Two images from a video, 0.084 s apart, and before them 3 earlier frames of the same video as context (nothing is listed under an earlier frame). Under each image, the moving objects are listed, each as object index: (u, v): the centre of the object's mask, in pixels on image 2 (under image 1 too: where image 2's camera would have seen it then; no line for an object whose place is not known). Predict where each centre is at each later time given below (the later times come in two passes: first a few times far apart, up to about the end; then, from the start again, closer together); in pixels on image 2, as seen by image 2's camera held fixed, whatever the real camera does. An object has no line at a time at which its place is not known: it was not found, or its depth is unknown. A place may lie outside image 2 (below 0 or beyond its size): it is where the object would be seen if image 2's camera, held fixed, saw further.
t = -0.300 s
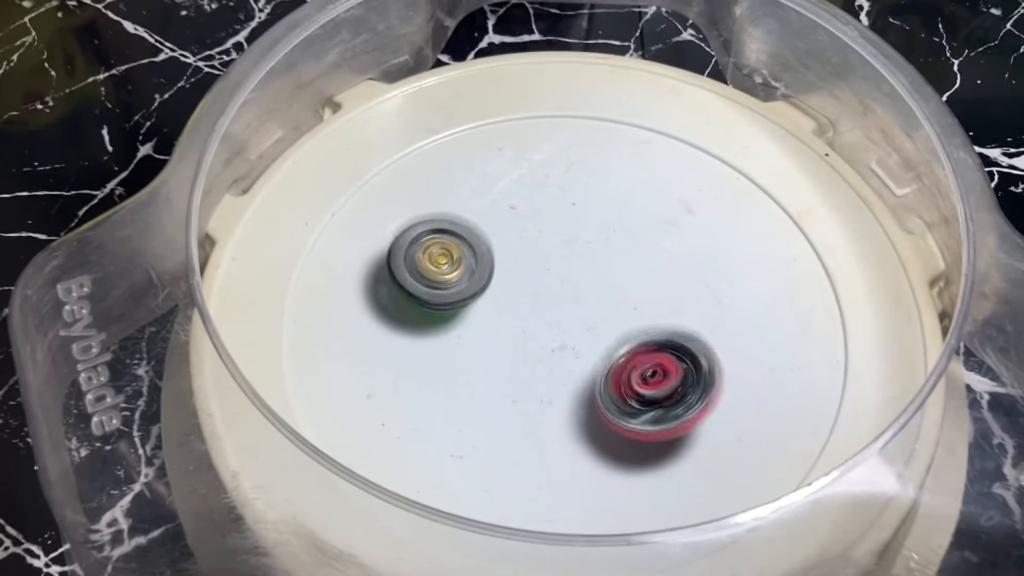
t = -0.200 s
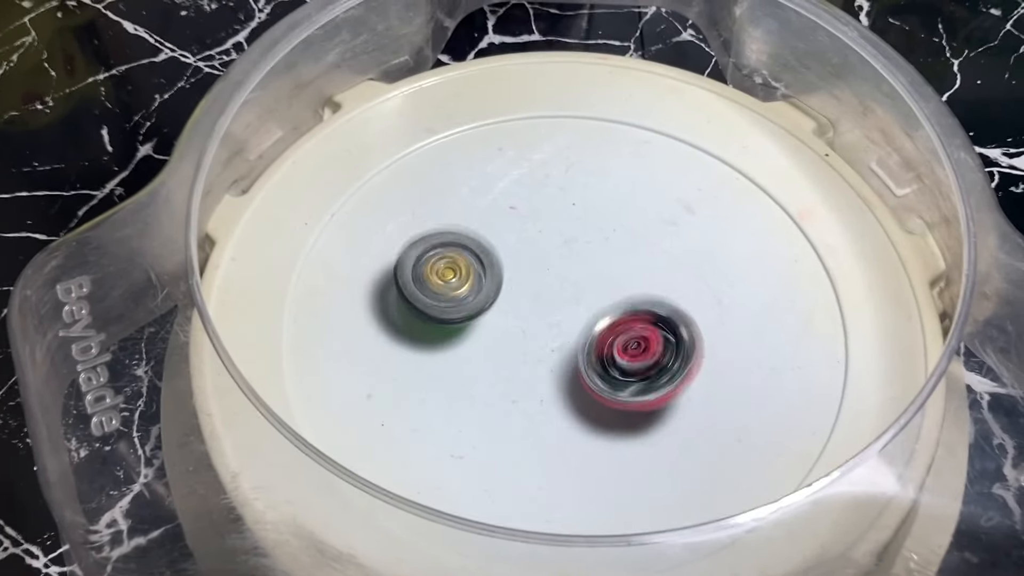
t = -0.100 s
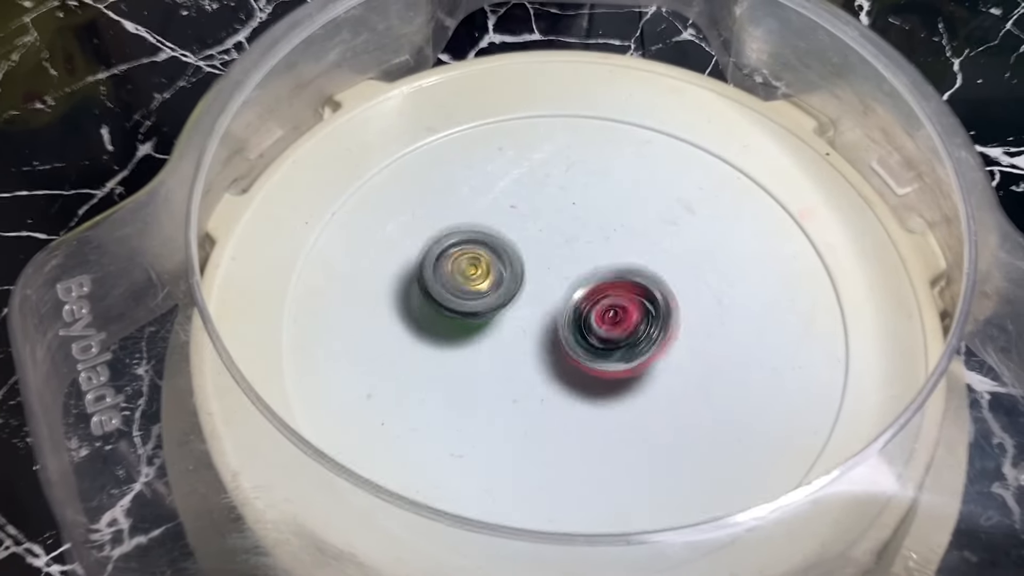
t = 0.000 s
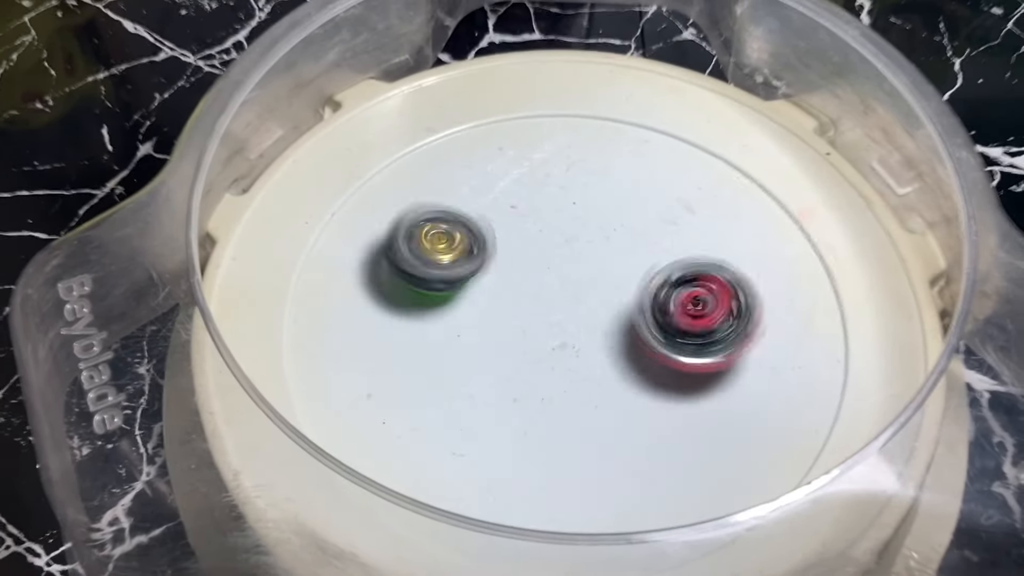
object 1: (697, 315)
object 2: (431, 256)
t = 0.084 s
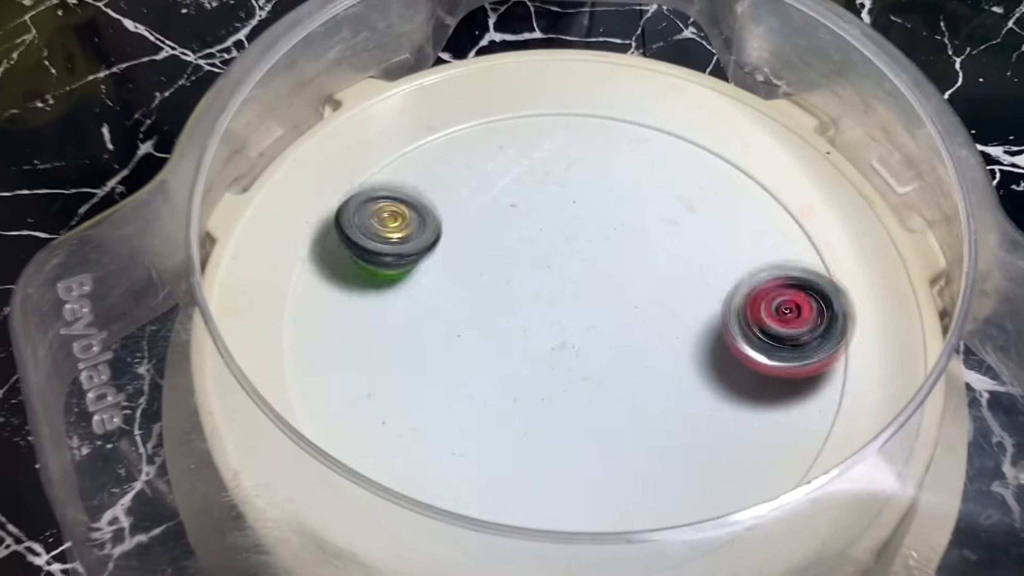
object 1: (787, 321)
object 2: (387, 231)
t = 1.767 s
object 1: (497, 314)
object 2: (621, 334)
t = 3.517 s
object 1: (652, 305)
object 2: (500, 340)
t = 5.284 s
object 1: (516, 371)
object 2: (589, 287)
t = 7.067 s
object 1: (500, 260)
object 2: (590, 334)
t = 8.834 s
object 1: (599, 254)
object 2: (532, 341)
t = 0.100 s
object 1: (794, 322)
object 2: (383, 233)
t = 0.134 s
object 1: (799, 324)
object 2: (377, 237)
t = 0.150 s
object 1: (798, 326)
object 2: (375, 239)
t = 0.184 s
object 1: (793, 331)
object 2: (371, 250)
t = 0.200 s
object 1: (788, 333)
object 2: (367, 254)
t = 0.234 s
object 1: (779, 339)
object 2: (365, 266)
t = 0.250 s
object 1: (774, 341)
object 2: (361, 273)
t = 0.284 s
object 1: (760, 345)
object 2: (362, 286)
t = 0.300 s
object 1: (754, 346)
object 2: (364, 294)
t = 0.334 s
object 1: (741, 349)
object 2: (365, 309)
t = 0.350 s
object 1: (733, 351)
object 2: (376, 311)
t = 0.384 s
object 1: (720, 353)
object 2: (385, 321)
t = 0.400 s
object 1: (714, 355)
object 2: (391, 324)
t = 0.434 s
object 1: (697, 356)
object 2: (409, 324)
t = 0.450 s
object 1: (689, 356)
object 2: (413, 328)
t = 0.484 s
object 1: (673, 357)
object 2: (425, 327)
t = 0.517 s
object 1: (656, 358)
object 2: (439, 328)
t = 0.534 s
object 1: (646, 359)
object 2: (445, 329)
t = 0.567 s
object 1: (630, 359)
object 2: (458, 330)
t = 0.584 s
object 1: (622, 360)
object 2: (465, 331)
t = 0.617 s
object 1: (604, 361)
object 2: (478, 330)
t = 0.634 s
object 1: (602, 362)
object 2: (481, 328)
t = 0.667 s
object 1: (606, 367)
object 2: (478, 321)
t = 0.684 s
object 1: (605, 369)
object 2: (479, 318)
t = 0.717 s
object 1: (598, 372)
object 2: (483, 315)
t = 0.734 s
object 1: (593, 374)
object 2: (486, 316)
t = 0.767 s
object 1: (588, 380)
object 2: (491, 312)
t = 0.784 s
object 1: (586, 385)
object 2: (491, 309)
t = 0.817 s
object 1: (581, 390)
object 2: (497, 306)
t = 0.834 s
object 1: (578, 392)
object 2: (501, 307)
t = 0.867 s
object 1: (570, 397)
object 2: (507, 305)
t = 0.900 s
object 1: (564, 403)
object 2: (514, 302)
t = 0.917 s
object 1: (559, 404)
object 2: (519, 302)
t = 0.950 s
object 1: (553, 409)
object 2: (527, 301)
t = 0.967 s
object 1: (550, 411)
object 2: (531, 300)
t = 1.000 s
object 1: (543, 414)
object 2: (540, 300)
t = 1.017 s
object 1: (541, 415)
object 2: (544, 300)
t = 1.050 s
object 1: (534, 418)
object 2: (551, 300)
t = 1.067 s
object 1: (531, 418)
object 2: (553, 300)
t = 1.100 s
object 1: (525, 418)
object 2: (562, 300)
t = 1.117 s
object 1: (522, 419)
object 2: (566, 301)
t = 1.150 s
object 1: (516, 417)
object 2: (572, 302)
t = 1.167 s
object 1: (515, 416)
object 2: (576, 302)
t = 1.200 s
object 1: (510, 414)
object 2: (587, 299)
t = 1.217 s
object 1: (507, 412)
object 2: (590, 299)
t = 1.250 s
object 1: (503, 409)
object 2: (593, 304)
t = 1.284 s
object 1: (501, 406)
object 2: (603, 301)
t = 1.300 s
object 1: (499, 405)
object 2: (605, 302)
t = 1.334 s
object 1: (496, 399)
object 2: (610, 303)
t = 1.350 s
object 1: (496, 397)
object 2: (612, 303)
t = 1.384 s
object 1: (495, 393)
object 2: (616, 305)
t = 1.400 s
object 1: (495, 389)
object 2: (619, 307)
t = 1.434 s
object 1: (495, 383)
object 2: (622, 309)
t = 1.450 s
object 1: (494, 380)
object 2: (624, 310)
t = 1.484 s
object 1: (494, 374)
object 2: (627, 313)
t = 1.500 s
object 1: (494, 371)
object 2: (628, 314)
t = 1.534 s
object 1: (494, 364)
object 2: (629, 317)
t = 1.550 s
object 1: (494, 361)
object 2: (629, 319)
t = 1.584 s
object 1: (495, 354)
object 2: (629, 320)
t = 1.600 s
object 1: (494, 350)
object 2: (631, 323)
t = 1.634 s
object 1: (496, 343)
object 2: (630, 326)
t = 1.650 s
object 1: (495, 340)
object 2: (631, 323)
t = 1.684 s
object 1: (495, 333)
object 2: (628, 329)
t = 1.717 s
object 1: (496, 325)
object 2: (626, 332)
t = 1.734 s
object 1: (497, 322)
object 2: (625, 331)
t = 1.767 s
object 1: (497, 314)
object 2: (621, 334)
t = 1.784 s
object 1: (498, 310)
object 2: (619, 335)
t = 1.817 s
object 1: (499, 303)
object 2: (616, 337)
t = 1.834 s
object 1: (499, 300)
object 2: (614, 340)
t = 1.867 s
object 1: (500, 293)
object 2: (608, 342)
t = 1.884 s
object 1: (501, 290)
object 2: (606, 341)
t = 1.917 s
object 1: (501, 283)
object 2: (601, 342)
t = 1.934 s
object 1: (502, 279)
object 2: (598, 342)
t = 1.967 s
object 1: (503, 273)
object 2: (591, 344)
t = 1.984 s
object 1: (502, 268)
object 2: (588, 347)
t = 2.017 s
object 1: (501, 262)
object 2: (583, 348)
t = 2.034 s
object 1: (502, 260)
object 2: (582, 349)
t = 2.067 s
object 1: (503, 255)
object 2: (577, 349)
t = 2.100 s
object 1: (503, 249)
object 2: (569, 351)
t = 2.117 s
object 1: (504, 247)
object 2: (566, 349)
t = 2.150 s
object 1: (505, 243)
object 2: (560, 349)
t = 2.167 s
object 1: (505, 241)
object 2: (556, 349)
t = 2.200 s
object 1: (506, 238)
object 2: (550, 349)
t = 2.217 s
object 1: (505, 236)
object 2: (546, 349)
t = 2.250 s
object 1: (506, 234)
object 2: (539, 349)
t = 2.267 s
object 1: (506, 233)
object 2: (537, 348)
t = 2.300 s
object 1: (506, 231)
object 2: (532, 346)
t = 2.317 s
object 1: (508, 230)
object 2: (529, 345)
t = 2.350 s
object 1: (509, 230)
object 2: (524, 343)
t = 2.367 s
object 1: (509, 230)
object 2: (519, 342)
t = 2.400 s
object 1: (511, 230)
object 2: (514, 340)
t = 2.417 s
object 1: (511, 231)
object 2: (513, 339)
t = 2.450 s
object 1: (513, 232)
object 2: (509, 336)
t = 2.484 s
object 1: (515, 233)
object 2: (503, 336)
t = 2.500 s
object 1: (517, 234)
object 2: (502, 334)
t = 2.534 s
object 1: (520, 234)
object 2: (498, 332)
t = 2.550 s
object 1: (521, 234)
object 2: (497, 335)
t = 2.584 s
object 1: (524, 236)
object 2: (494, 337)
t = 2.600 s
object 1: (526, 236)
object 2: (494, 337)
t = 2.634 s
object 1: (530, 238)
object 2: (492, 338)
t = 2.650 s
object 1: (531, 240)
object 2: (491, 337)
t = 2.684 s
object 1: (535, 241)
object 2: (489, 336)
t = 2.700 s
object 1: (538, 244)
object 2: (489, 335)
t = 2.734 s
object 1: (542, 246)
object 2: (490, 332)
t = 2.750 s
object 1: (546, 245)
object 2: (486, 338)
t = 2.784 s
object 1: (555, 243)
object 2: (482, 342)
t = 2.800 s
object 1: (557, 243)
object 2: (481, 346)
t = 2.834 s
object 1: (563, 245)
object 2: (479, 347)
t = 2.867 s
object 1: (568, 249)
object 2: (478, 349)
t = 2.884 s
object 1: (570, 250)
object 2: (479, 349)
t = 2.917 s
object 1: (576, 253)
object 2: (480, 350)
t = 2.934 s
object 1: (578, 256)
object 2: (480, 350)
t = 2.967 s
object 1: (582, 259)
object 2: (482, 350)
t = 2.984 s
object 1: (585, 262)
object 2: (483, 350)
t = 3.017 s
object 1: (589, 266)
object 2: (484, 350)
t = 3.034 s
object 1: (592, 268)
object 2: (485, 349)
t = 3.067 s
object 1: (597, 273)
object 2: (487, 349)
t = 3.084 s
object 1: (598, 273)
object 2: (487, 349)
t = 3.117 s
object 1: (602, 277)
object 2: (491, 348)
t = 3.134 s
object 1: (604, 280)
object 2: (494, 348)
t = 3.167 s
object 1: (606, 283)
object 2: (496, 349)
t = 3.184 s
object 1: (608, 286)
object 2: (498, 348)
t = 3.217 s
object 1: (610, 290)
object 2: (501, 347)
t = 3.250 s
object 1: (611, 294)
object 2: (505, 345)
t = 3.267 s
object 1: (613, 296)
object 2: (507, 345)
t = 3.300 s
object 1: (622, 295)
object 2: (501, 343)
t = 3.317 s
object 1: (627, 294)
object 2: (498, 341)
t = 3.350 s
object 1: (632, 296)
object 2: (495, 343)
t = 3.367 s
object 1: (634, 296)
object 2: (496, 343)
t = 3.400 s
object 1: (639, 298)
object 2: (495, 343)
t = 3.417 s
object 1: (641, 299)
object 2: (495, 342)
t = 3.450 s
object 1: (645, 301)
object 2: (497, 342)
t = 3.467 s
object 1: (647, 303)
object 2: (498, 341)
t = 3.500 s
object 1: (650, 304)
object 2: (499, 341)
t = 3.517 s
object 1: (652, 305)
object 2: (500, 340)
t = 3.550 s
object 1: (654, 306)
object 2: (501, 341)
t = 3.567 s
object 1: (655, 307)
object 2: (503, 340)
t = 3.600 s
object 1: (656, 309)
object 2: (503, 342)
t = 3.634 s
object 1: (655, 311)
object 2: (506, 340)
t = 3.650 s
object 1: (654, 311)
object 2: (507, 338)
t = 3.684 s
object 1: (653, 313)
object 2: (511, 336)
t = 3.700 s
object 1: (651, 314)
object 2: (512, 335)
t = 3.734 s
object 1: (648, 315)
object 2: (515, 333)
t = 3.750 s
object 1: (646, 317)
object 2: (518, 331)
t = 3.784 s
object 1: (646, 317)
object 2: (518, 328)
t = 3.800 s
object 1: (650, 317)
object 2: (513, 327)
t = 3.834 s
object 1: (654, 316)
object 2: (508, 322)
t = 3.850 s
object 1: (653, 316)
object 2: (505, 320)
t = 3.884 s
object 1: (652, 318)
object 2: (502, 319)
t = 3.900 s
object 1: (652, 319)
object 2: (502, 319)
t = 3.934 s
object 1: (649, 320)
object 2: (502, 317)
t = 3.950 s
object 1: (648, 320)
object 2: (502, 315)
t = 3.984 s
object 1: (646, 321)
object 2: (503, 315)
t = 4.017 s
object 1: (641, 322)
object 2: (505, 314)
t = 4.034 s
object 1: (640, 322)
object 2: (508, 312)
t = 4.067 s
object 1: (635, 323)
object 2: (510, 314)
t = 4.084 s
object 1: (633, 324)
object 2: (511, 312)
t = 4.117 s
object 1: (632, 323)
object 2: (509, 309)
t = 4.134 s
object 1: (630, 324)
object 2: (508, 307)
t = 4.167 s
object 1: (624, 325)
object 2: (507, 303)
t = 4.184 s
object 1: (623, 326)
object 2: (505, 301)
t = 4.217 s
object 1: (620, 328)
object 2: (502, 301)
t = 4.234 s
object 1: (618, 329)
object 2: (502, 296)
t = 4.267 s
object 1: (614, 330)
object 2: (501, 292)
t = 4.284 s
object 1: (613, 331)
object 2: (501, 290)
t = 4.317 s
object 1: (611, 332)
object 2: (499, 286)
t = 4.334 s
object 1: (608, 333)
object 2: (498, 284)
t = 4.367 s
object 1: (604, 336)
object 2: (497, 282)
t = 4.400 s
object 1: (601, 338)
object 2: (498, 278)
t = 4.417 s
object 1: (599, 339)
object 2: (498, 276)
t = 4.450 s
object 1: (594, 341)
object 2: (500, 274)
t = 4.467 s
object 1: (592, 342)
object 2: (501, 273)
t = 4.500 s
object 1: (587, 344)
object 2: (501, 274)
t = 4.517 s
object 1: (586, 345)
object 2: (504, 269)
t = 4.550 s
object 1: (582, 346)
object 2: (504, 271)
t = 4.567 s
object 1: (580, 347)
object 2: (506, 270)
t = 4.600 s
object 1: (575, 350)
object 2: (508, 269)
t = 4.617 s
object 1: (573, 351)
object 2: (509, 267)
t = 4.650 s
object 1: (570, 353)
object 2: (510, 267)
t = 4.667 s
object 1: (567, 354)
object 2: (511, 267)
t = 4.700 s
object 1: (563, 356)
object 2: (515, 266)
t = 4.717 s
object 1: (561, 357)
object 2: (516, 265)
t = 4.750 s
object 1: (557, 359)
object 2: (523, 263)
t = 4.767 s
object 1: (555, 360)
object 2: (522, 265)
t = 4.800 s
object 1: (551, 361)
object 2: (526, 265)
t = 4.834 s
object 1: (548, 364)
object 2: (535, 261)
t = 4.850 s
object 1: (547, 365)
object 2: (537, 261)
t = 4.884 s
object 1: (544, 367)
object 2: (540, 261)
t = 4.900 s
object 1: (542, 368)
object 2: (543, 261)
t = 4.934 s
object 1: (539, 370)
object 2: (547, 260)
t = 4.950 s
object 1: (537, 370)
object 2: (549, 262)
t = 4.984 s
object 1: (535, 372)
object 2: (553, 266)
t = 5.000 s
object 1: (533, 372)
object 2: (556, 265)
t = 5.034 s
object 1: (531, 372)
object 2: (560, 269)
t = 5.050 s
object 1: (529, 373)
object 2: (562, 270)
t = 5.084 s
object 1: (527, 372)
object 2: (566, 273)
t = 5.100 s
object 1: (527, 373)
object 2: (568, 274)
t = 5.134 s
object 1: (524, 372)
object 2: (572, 277)
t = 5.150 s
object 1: (524, 371)
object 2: (574, 279)
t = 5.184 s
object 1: (522, 371)
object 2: (577, 282)
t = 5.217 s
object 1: (519, 373)
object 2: (582, 283)
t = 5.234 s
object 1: (519, 373)
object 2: (584, 284)
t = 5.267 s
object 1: (516, 372)
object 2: (587, 287)
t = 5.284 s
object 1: (516, 371)
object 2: (589, 287)
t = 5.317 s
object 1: (514, 370)
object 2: (592, 293)
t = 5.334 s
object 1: (512, 368)
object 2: (594, 295)
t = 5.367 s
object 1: (511, 366)
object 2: (596, 298)
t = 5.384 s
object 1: (510, 366)
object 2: (597, 298)
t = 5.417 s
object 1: (507, 365)
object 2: (600, 300)
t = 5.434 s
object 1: (506, 365)
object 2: (601, 303)
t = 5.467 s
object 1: (503, 361)
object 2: (603, 307)
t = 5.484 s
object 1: (503, 361)
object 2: (602, 309)
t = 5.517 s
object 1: (501, 358)
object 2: (604, 312)
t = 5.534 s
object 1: (502, 356)
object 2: (606, 314)
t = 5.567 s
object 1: (500, 353)
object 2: (607, 317)
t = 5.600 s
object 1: (494, 351)
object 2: (610, 319)
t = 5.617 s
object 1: (491, 351)
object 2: (612, 320)
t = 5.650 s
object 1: (488, 349)
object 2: (617, 314)
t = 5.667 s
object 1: (488, 348)
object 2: (616, 314)
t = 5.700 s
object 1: (484, 344)
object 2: (615, 320)
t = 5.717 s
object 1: (483, 342)
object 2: (617, 317)
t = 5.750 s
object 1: (481, 340)
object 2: (617, 319)
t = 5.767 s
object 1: (480, 337)
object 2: (616, 321)
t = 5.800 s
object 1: (479, 334)
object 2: (614, 322)
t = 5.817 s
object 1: (478, 332)
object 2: (612, 322)
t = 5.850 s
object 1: (478, 329)
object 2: (607, 324)
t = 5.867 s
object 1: (477, 327)
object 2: (606, 323)
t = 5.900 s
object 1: (478, 323)
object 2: (603, 324)
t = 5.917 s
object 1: (478, 322)
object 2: (600, 327)
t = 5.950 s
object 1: (478, 318)
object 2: (599, 324)
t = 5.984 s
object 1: (469, 314)
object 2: (603, 323)
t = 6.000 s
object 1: (468, 313)
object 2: (603, 324)
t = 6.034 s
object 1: (465, 310)
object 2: (602, 323)
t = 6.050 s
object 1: (466, 307)
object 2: (603, 323)
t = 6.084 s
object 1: (465, 304)
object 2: (603, 322)
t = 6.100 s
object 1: (464, 302)
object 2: (602, 321)
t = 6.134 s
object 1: (464, 299)
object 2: (599, 322)
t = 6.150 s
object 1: (464, 297)
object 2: (596, 322)
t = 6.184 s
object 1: (464, 293)
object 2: (593, 322)
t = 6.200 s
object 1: (464, 292)
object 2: (594, 322)
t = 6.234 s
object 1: (465, 289)
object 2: (592, 321)
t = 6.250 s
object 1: (465, 288)
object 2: (590, 321)
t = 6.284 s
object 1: (467, 284)
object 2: (586, 320)
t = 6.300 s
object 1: (469, 284)
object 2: (582, 319)
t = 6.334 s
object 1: (471, 282)
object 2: (580, 320)
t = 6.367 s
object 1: (471, 279)
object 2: (581, 321)
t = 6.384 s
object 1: (471, 279)
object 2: (581, 320)
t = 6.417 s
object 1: (467, 275)
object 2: (586, 320)
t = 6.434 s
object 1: (467, 274)
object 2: (587, 320)
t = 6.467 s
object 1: (467, 271)
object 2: (589, 320)
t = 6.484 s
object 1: (467, 269)
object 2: (588, 324)
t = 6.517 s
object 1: (467, 267)
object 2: (590, 320)
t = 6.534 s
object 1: (467, 265)
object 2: (588, 321)
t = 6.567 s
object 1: (469, 263)
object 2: (588, 322)
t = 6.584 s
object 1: (470, 263)
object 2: (588, 325)
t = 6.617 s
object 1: (472, 262)
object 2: (590, 322)
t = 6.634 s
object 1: (473, 261)
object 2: (589, 322)
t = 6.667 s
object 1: (477, 261)
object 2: (586, 323)
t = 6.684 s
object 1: (478, 261)
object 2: (584, 323)
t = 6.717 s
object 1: (482, 260)
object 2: (585, 323)
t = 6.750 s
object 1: (487, 261)
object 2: (583, 323)
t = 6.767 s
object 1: (488, 260)
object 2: (581, 323)
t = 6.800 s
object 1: (486, 259)
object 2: (584, 326)
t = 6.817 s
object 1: (486, 260)
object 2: (585, 326)
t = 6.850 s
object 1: (490, 259)
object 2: (588, 327)
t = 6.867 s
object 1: (491, 260)
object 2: (588, 325)
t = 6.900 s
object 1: (494, 260)
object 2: (586, 326)
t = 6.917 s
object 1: (496, 261)
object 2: (585, 326)
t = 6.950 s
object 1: (497, 260)
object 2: (588, 328)
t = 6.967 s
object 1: (497, 261)
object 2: (587, 328)
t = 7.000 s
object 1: (496, 260)
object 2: (587, 331)
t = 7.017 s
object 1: (498, 260)
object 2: (587, 331)
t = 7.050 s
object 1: (499, 260)
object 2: (589, 332)
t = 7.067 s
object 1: (500, 260)
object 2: (590, 334)
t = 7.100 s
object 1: (501, 259)
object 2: (587, 334)
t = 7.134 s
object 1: (502, 260)
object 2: (585, 336)
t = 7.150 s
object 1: (504, 261)
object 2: (586, 336)
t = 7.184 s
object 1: (505, 261)
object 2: (586, 339)
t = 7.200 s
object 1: (506, 260)
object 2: (586, 338)
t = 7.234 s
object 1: (507, 262)
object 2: (584, 338)
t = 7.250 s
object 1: (509, 262)
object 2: (585, 339)
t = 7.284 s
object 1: (504, 256)
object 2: (592, 348)
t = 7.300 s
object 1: (502, 255)
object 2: (594, 349)
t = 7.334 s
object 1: (504, 254)
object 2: (592, 354)
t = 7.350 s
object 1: (504, 253)
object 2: (593, 356)
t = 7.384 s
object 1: (507, 252)
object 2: (595, 359)
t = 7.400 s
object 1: (506, 251)
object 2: (593, 359)
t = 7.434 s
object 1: (509, 251)
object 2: (590, 363)
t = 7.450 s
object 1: (509, 251)
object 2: (590, 364)
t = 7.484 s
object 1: (513, 251)
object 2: (589, 364)
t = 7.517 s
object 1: (515, 253)
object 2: (583, 366)
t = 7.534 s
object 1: (516, 253)
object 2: (583, 367)
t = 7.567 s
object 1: (520, 255)
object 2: (581, 366)
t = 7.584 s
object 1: (520, 255)
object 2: (579, 366)
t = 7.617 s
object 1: (524, 257)
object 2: (572, 366)
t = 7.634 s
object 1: (525, 258)
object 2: (570, 366)
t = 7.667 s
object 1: (529, 260)
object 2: (568, 364)
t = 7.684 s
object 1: (530, 261)
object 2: (563, 362)
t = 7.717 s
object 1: (535, 263)
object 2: (559, 362)
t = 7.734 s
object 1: (534, 260)
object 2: (560, 365)
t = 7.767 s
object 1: (533, 253)
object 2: (558, 370)
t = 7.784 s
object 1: (534, 253)
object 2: (557, 370)
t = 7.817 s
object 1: (537, 251)
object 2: (555, 369)
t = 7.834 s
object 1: (539, 252)
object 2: (556, 369)
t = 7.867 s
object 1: (543, 250)
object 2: (553, 366)
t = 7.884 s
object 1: (546, 250)
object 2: (550, 366)
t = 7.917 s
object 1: (549, 249)
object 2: (550, 363)
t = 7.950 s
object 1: (553, 249)
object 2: (548, 360)
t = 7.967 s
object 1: (555, 249)
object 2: (546, 359)
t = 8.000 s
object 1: (558, 250)
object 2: (547, 355)
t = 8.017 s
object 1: (560, 251)
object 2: (544, 351)
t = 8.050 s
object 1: (563, 251)
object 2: (543, 349)
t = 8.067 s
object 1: (564, 250)
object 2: (544, 347)
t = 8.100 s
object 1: (565, 248)
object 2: (540, 347)
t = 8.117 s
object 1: (567, 249)
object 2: (539, 346)
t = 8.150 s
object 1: (570, 249)
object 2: (542, 345)
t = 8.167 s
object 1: (572, 248)
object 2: (541, 345)
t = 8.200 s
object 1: (574, 246)
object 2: (535, 344)
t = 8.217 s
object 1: (576, 246)
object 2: (536, 343)
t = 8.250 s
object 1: (579, 245)
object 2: (540, 340)
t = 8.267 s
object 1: (580, 244)
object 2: (537, 341)
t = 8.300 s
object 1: (583, 244)
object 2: (537, 341)
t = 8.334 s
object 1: (585, 244)
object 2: (539, 337)
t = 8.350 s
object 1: (586, 244)
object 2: (538, 336)
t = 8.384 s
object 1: (588, 245)
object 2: (534, 343)
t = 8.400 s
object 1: (589, 245)
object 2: (539, 332)
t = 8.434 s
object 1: (591, 246)
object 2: (537, 332)
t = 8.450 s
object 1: (591, 246)
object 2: (538, 332)
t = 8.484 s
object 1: (593, 246)
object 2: (538, 331)
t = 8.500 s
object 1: (593, 244)
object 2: (535, 336)
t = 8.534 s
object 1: (593, 242)
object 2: (534, 341)
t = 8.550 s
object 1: (594, 243)
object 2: (536, 341)
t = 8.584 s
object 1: (596, 242)
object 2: (534, 343)
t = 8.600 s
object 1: (597, 243)
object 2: (534, 342)
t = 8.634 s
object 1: (598, 241)
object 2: (536, 343)
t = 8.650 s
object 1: (598, 243)
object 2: (533, 343)
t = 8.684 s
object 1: (599, 243)
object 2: (534, 344)
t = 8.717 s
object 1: (600, 245)
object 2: (534, 343)
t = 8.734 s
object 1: (599, 246)
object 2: (532, 343)
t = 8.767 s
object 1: (600, 249)
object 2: (534, 342)
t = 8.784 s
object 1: (599, 250)
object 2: (534, 342)
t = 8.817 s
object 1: (599, 253)
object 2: (531, 341)
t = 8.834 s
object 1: (599, 254)
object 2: (532, 341)
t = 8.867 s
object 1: (599, 258)
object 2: (533, 340)
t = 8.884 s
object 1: (598, 260)
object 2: (532, 339)
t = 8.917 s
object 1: (600, 259)
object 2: (526, 342)
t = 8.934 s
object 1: (600, 260)
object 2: (524, 344)
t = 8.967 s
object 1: (601, 265)
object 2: (523, 344)
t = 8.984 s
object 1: (602, 266)
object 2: (523, 345)
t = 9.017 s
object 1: (604, 270)
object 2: (521, 344)
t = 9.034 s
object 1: (604, 271)
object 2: (519, 343)
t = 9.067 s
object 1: (605, 275)
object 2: (521, 344)
